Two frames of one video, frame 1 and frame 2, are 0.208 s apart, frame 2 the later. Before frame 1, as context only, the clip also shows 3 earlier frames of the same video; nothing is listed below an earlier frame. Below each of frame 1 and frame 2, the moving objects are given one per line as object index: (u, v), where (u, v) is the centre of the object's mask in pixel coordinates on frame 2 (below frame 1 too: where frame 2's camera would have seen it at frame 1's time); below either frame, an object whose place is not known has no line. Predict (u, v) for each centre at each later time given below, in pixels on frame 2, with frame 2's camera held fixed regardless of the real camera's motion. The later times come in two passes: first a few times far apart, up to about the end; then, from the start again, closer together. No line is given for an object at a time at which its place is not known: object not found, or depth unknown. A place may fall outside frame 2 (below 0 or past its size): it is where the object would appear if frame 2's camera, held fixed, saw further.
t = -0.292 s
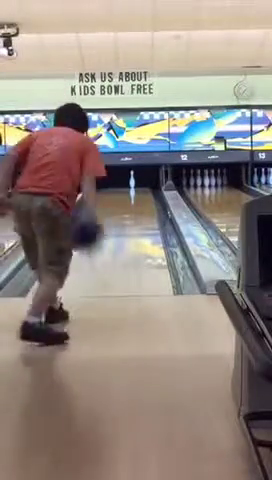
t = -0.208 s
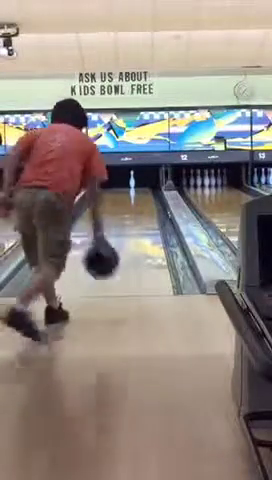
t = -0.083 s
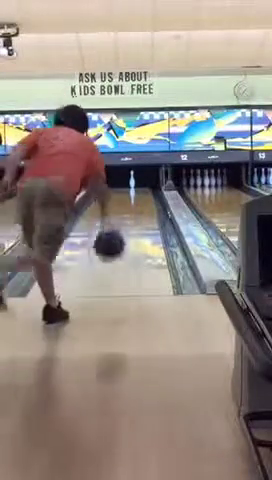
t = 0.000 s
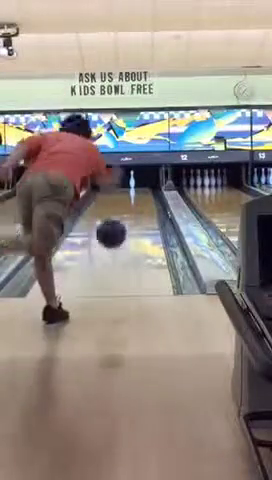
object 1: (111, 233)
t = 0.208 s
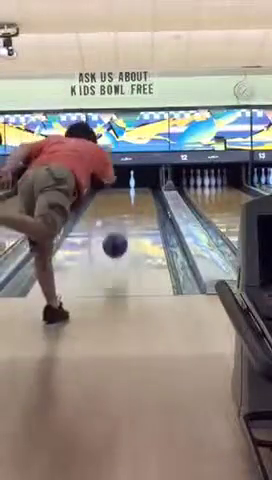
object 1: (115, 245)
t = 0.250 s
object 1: (115, 252)
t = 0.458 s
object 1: (118, 240)
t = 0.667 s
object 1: (119, 229)
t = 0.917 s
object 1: (120, 219)
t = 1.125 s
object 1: (121, 213)
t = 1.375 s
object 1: (123, 207)
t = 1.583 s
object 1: (123, 203)
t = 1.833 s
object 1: (123, 196)
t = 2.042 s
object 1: (124, 191)
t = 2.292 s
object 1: (124, 188)
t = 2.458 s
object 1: (124, 186)
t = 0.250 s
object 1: (115, 252)
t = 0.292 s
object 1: (116, 250)
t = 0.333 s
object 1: (116, 247)
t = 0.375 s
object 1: (117, 245)
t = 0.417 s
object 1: (117, 243)
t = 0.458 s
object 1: (118, 240)
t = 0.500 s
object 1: (119, 238)
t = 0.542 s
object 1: (119, 235)
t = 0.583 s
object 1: (119, 233)
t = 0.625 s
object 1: (119, 231)
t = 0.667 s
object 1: (119, 229)
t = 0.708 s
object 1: (119, 226)
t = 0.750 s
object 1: (119, 225)
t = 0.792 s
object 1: (120, 224)
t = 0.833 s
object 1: (120, 222)
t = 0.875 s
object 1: (120, 221)
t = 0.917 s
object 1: (120, 219)
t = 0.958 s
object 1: (120, 218)
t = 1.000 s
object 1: (121, 216)
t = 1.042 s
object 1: (121, 215)
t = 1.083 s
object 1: (121, 213)
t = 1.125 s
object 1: (121, 213)
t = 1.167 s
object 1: (122, 212)
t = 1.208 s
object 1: (122, 212)
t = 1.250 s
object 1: (122, 211)
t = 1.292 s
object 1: (122, 211)
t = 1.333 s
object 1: (123, 210)
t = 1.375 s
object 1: (123, 207)
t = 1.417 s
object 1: (123, 206)
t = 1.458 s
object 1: (123, 204)
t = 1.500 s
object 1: (123, 203)
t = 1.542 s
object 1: (122, 203)
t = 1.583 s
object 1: (123, 203)
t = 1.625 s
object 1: (123, 201)
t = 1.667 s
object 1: (123, 201)
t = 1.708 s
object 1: (123, 198)
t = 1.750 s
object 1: (123, 197)
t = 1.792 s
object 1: (123, 196)
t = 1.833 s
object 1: (123, 196)
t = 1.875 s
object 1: (123, 196)
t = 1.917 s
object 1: (123, 196)
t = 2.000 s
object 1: (124, 192)
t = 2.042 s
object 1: (124, 191)
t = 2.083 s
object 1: (124, 190)
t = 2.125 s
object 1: (124, 190)
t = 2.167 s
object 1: (124, 189)
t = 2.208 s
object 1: (123, 189)
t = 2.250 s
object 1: (123, 188)
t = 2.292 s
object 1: (124, 188)
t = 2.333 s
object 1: (124, 188)
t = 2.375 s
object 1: (124, 187)
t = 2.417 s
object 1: (124, 187)
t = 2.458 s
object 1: (124, 186)
